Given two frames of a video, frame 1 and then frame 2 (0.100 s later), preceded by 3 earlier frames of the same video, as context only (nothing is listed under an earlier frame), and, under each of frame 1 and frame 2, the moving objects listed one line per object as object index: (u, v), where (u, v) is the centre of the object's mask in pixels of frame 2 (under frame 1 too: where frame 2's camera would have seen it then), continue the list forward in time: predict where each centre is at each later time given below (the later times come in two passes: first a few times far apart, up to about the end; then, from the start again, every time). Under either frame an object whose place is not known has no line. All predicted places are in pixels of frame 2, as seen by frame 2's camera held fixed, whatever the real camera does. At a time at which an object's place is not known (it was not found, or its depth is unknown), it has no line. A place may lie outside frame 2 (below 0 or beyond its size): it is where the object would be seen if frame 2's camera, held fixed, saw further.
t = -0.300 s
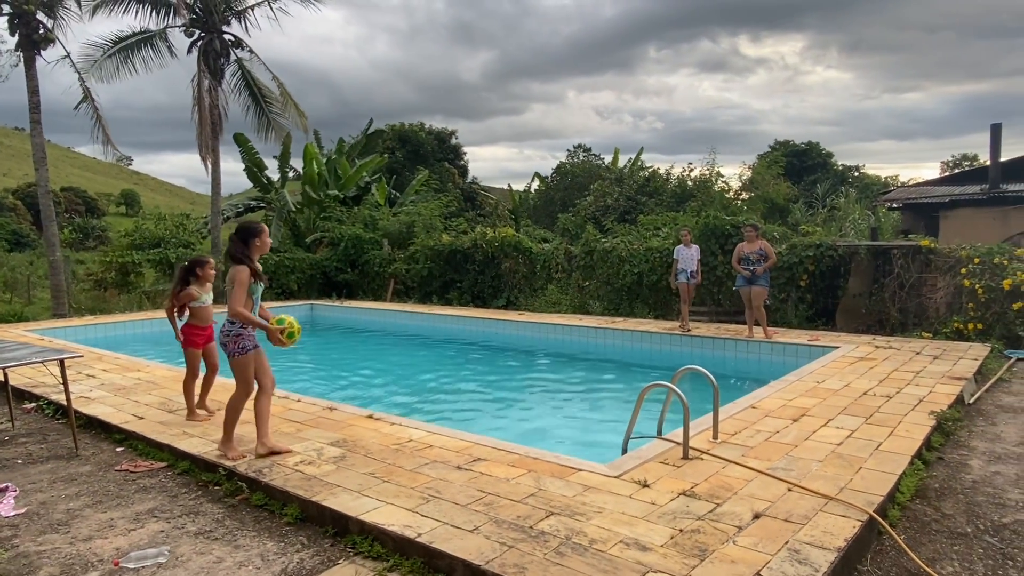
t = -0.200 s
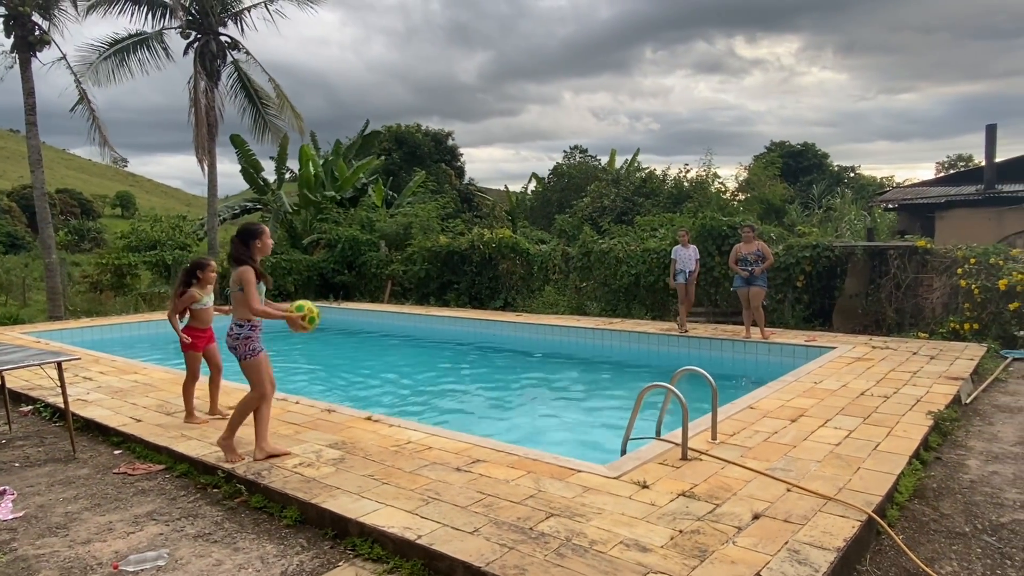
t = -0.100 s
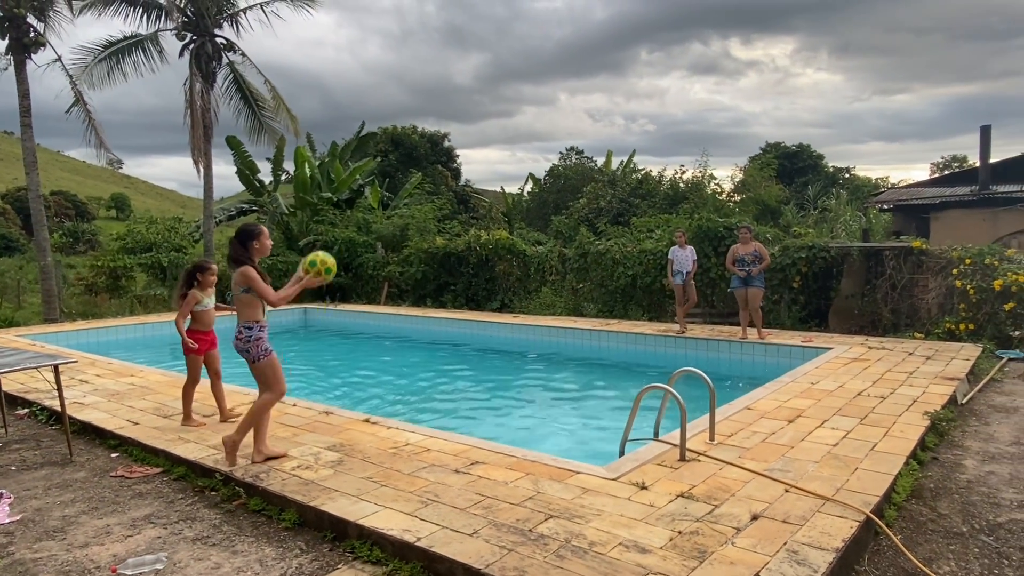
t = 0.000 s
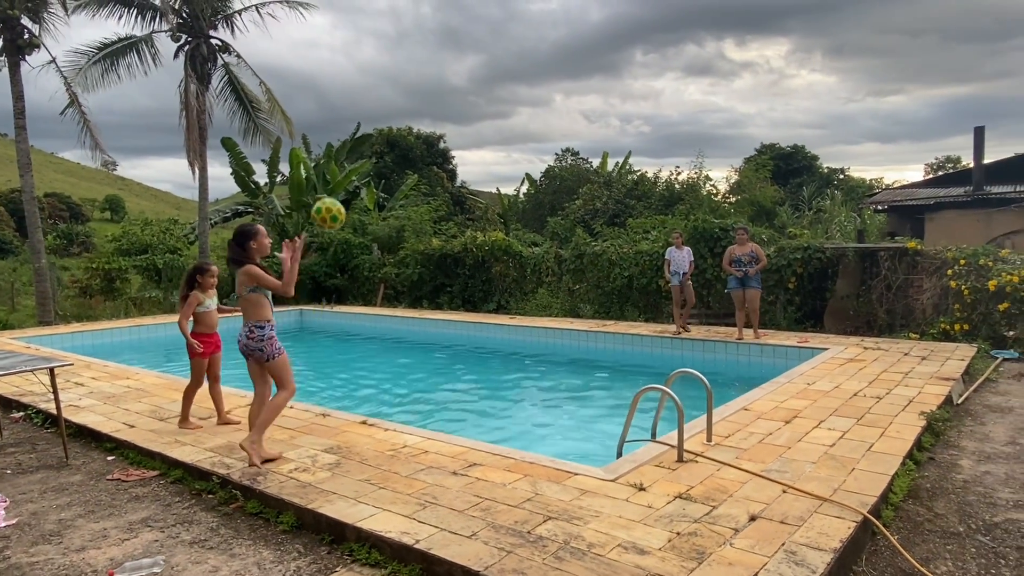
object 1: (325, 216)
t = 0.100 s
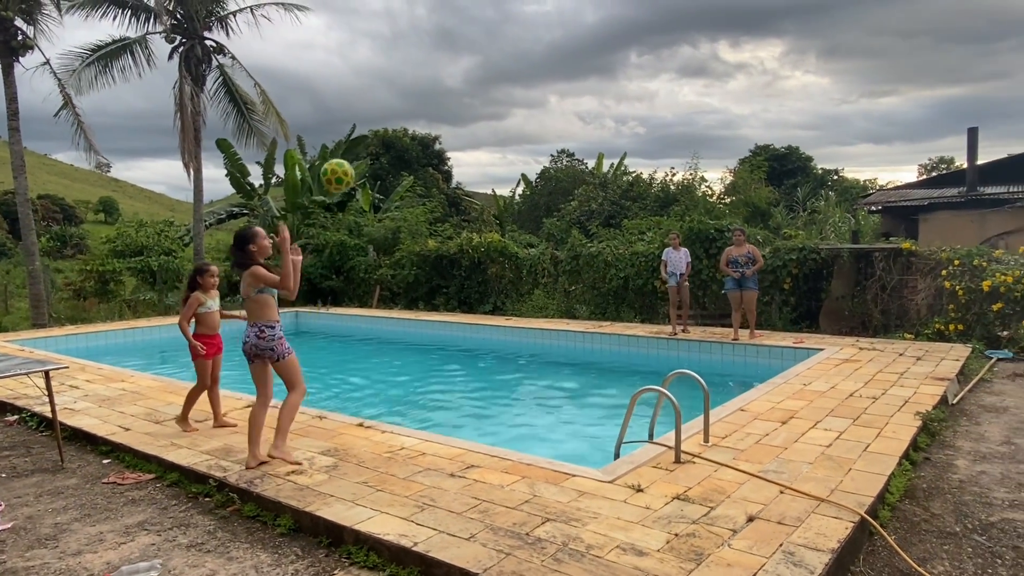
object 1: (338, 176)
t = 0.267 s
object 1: (361, 141)
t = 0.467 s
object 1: (390, 153)
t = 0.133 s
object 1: (342, 165)
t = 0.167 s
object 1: (347, 157)
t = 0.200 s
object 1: (351, 150)
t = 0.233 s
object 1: (356, 144)
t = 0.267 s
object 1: (361, 141)
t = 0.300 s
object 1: (366, 138)
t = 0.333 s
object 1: (371, 138)
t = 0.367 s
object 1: (375, 140)
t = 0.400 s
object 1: (380, 143)
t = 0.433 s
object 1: (385, 147)
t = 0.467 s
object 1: (390, 153)
